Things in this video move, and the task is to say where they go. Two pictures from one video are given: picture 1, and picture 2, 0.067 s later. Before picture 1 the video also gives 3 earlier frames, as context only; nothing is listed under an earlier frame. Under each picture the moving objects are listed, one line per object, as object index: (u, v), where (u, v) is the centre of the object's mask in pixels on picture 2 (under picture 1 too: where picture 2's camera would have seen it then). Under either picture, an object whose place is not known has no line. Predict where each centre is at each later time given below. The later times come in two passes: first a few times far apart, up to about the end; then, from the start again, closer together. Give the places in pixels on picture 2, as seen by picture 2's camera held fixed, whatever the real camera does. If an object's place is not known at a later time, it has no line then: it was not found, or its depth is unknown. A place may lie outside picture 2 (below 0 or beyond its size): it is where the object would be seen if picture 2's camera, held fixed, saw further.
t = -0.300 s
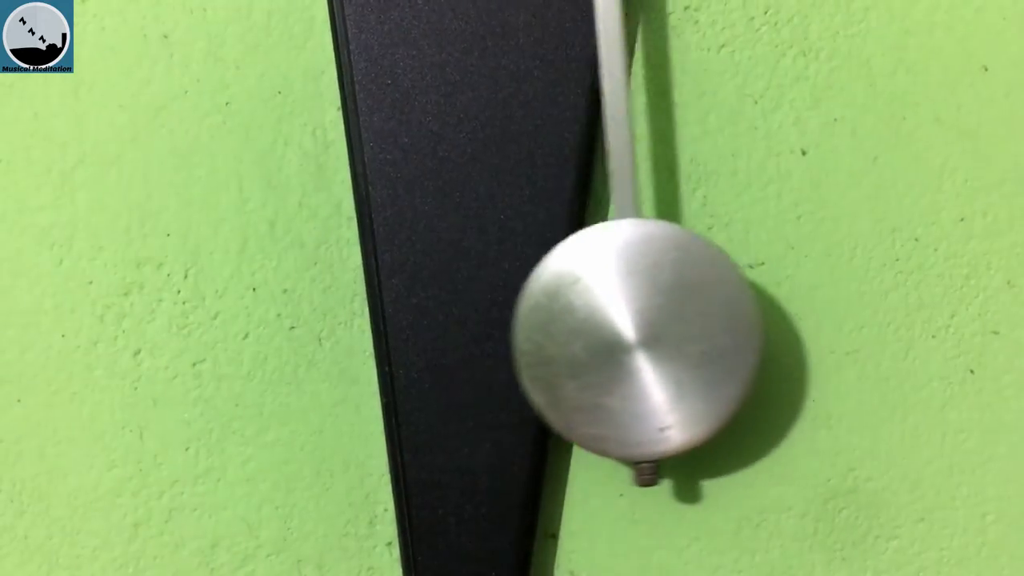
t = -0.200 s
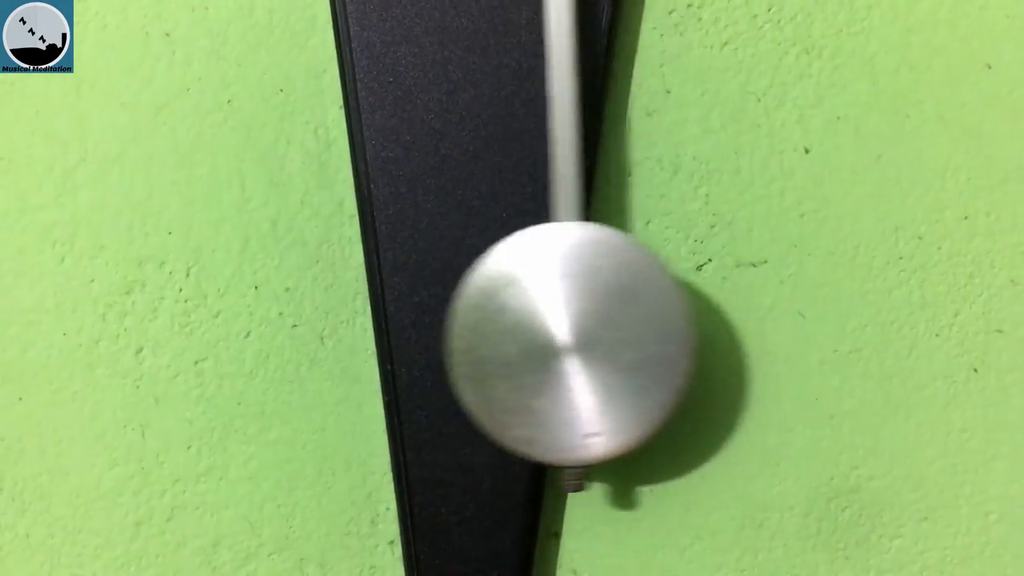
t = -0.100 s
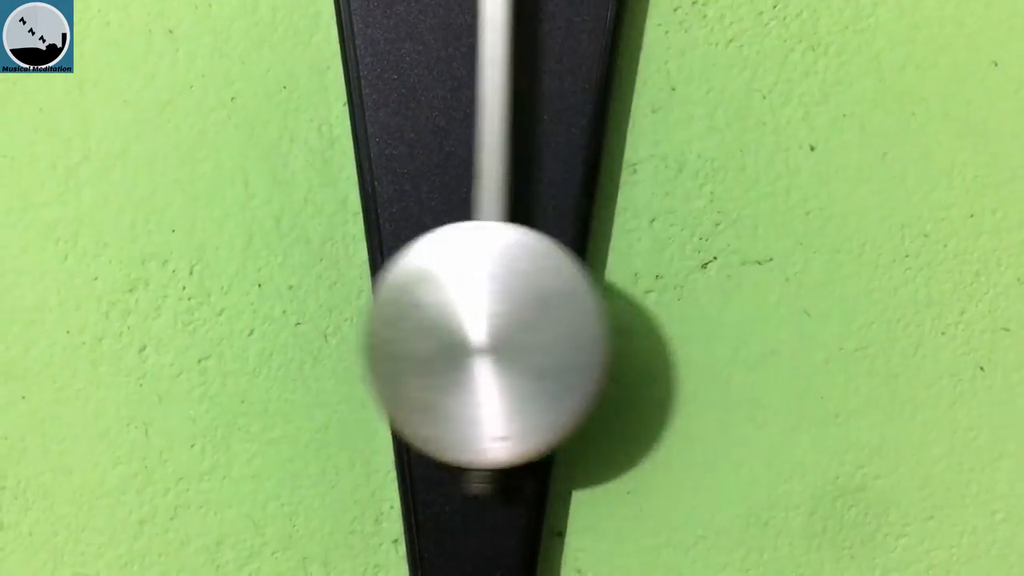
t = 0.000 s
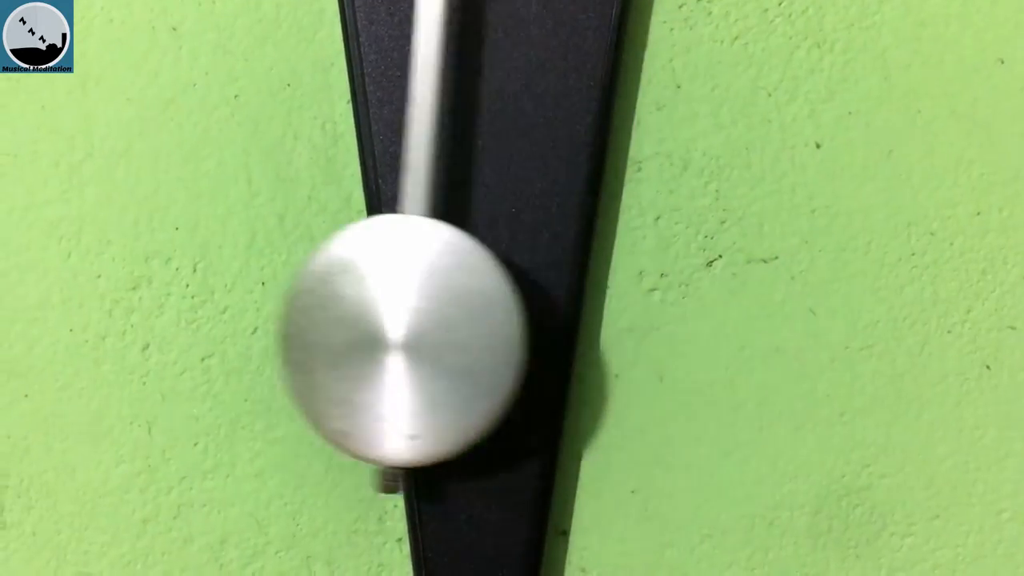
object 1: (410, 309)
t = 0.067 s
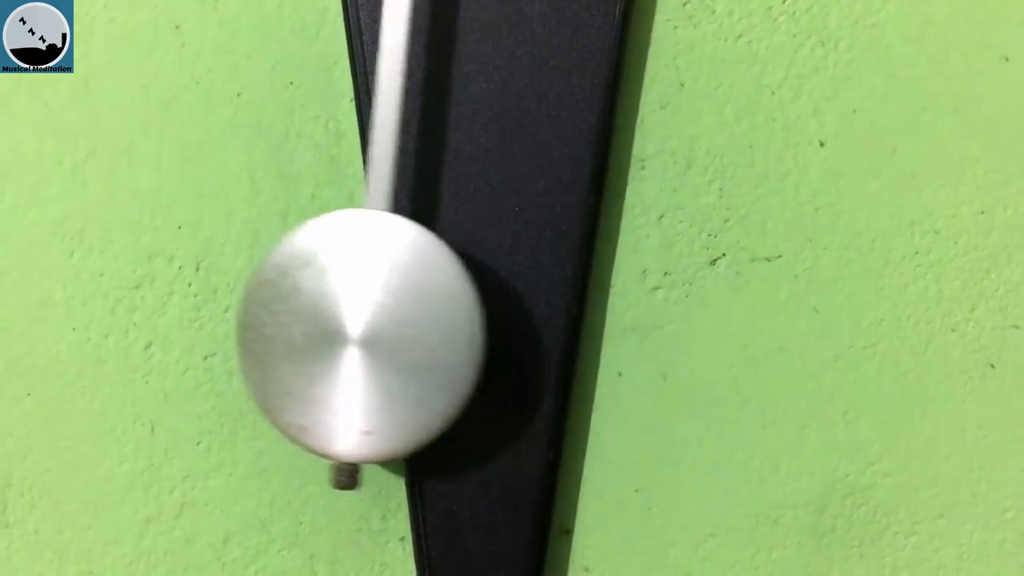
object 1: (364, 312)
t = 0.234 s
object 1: (339, 313)
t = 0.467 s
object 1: (501, 314)
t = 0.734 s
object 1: (676, 312)
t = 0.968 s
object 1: (588, 312)
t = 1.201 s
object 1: (397, 308)
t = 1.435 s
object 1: (349, 312)
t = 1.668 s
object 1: (518, 314)
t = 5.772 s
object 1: (506, 308)
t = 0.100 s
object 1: (348, 312)
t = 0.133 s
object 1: (337, 313)
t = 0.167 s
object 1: (332, 312)
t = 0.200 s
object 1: (332, 313)
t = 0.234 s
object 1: (339, 313)
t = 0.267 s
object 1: (351, 313)
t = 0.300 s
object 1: (368, 313)
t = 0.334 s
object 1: (390, 313)
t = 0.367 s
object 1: (415, 314)
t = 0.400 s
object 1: (443, 315)
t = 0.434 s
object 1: (472, 315)
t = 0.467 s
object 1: (501, 314)
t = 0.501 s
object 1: (531, 315)
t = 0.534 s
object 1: (560, 314)
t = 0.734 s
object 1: (676, 312)
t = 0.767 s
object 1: (678, 312)
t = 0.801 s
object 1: (676, 312)
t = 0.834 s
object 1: (667, 313)
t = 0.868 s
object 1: (653, 313)
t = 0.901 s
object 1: (635, 312)
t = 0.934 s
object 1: (612, 312)
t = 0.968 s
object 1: (588, 312)
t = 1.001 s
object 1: (560, 312)
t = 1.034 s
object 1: (532, 313)
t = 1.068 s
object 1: (505, 311)
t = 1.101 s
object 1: (476, 311)
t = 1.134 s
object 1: (448, 311)
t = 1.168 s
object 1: (421, 310)
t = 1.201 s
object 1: (397, 308)
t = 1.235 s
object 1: (375, 310)
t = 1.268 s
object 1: (357, 311)
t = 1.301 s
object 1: (345, 311)
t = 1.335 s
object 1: (337, 312)
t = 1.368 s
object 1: (336, 311)
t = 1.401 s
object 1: (340, 312)
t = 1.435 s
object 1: (349, 312)
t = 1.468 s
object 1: (364, 312)
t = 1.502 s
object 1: (383, 312)
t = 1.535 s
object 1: (407, 312)
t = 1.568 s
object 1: (433, 312)
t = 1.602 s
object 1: (461, 312)
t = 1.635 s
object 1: (490, 312)
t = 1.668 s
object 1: (518, 314)
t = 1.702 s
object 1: (548, 312)
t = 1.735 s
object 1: (577, 312)
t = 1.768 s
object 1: (603, 311)
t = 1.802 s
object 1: (625, 311)
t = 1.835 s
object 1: (645, 309)
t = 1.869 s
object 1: (660, 308)
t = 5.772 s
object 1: (506, 308)
